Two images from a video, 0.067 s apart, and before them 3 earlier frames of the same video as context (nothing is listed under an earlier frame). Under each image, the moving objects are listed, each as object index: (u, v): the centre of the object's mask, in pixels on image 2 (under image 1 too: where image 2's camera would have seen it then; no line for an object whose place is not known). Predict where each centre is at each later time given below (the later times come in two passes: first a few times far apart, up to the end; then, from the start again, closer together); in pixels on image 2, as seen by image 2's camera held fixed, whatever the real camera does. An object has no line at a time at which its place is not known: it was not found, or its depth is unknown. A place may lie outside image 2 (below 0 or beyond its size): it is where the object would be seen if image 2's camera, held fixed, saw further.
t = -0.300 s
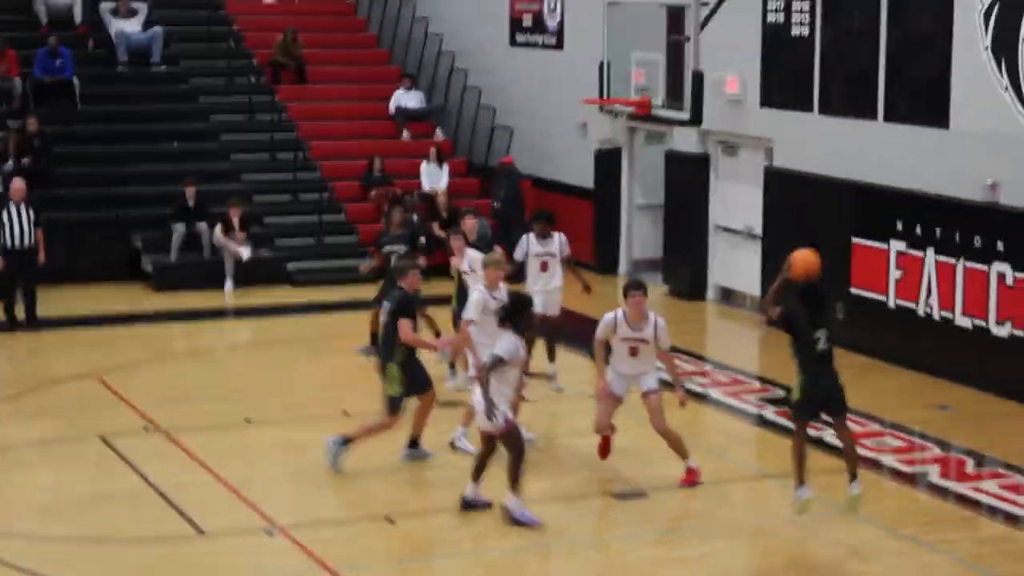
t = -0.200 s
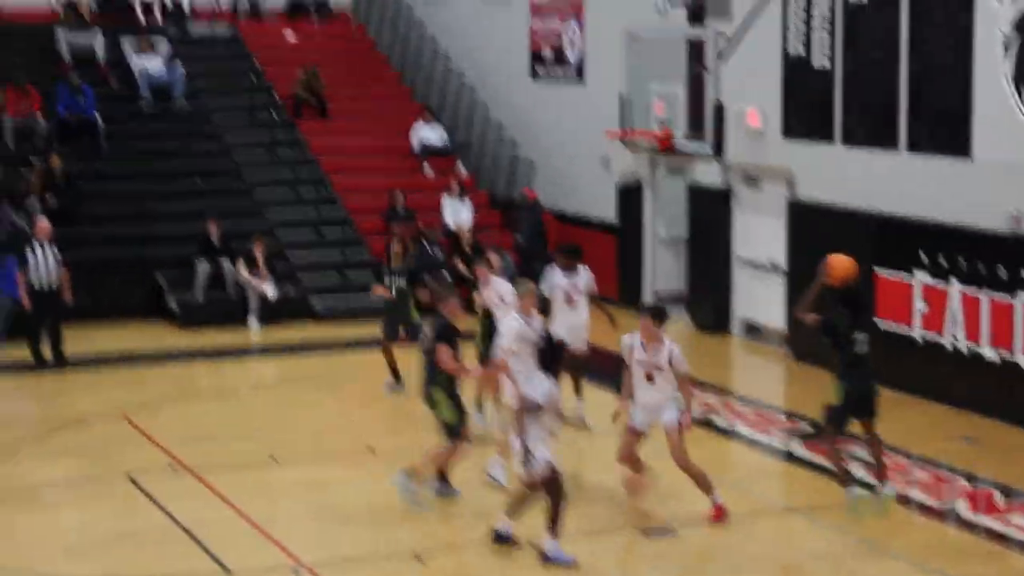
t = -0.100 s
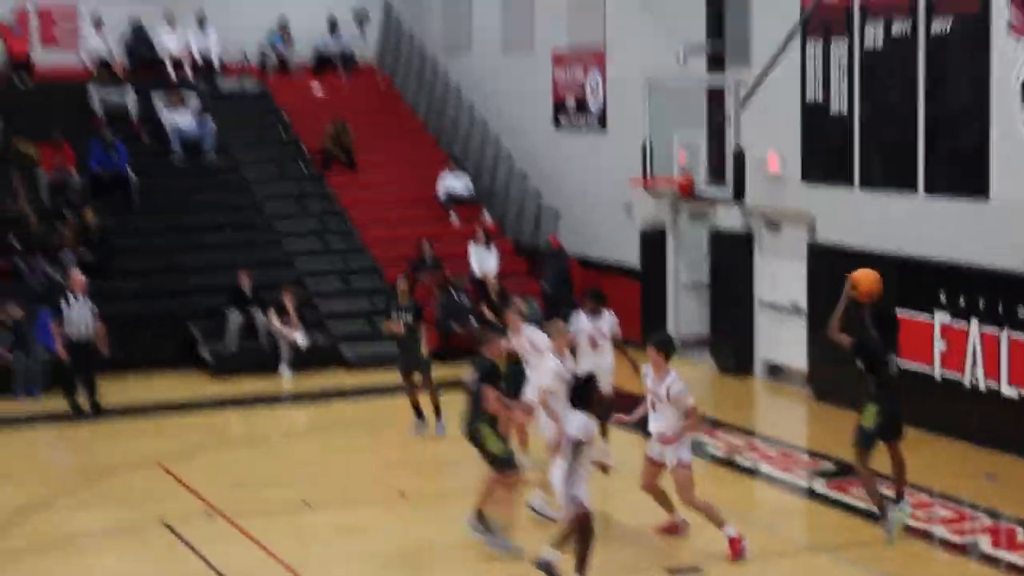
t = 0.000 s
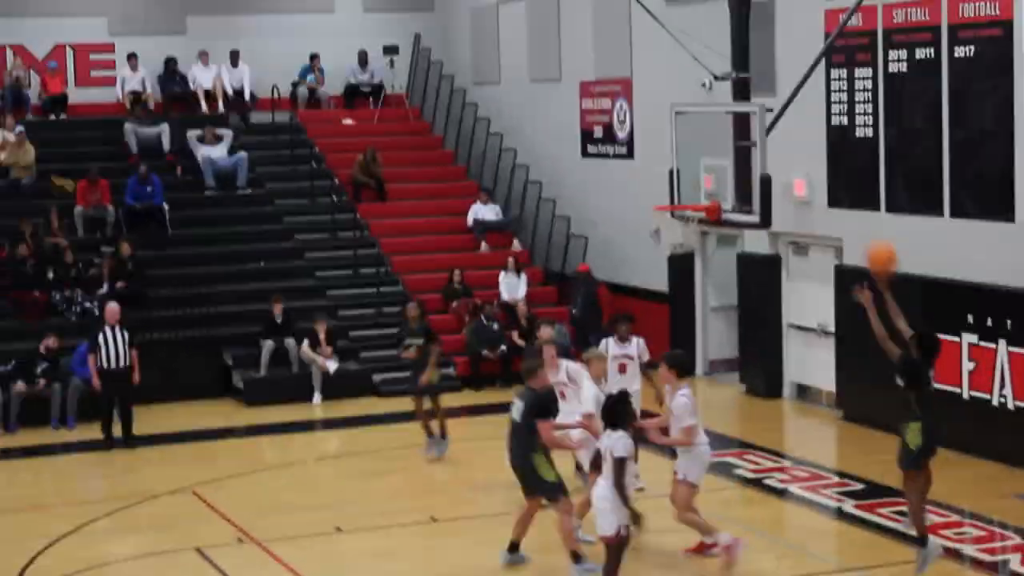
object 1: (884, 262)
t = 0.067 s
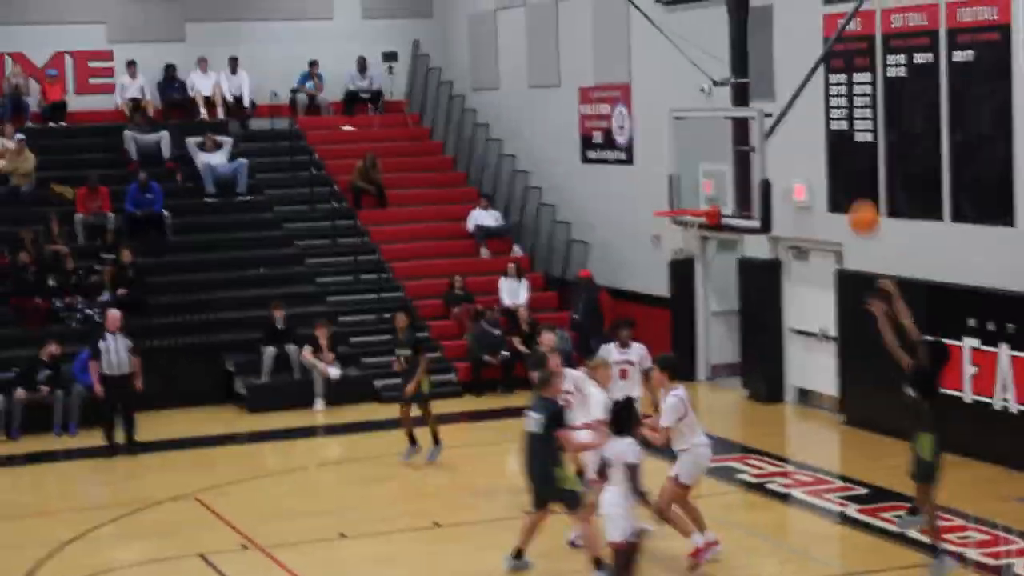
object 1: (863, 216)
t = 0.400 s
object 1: (783, 101)
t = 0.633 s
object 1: (737, 102)
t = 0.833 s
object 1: (701, 150)
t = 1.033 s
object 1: (674, 193)
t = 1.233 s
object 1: (657, 183)
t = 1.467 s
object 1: (636, 228)
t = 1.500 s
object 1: (632, 239)
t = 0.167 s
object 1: (840, 169)
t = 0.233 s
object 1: (824, 143)
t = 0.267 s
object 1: (813, 130)
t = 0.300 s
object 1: (806, 121)
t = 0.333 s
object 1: (797, 113)
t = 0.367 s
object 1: (791, 107)
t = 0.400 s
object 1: (783, 101)
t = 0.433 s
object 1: (775, 97)
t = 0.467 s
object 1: (769, 95)
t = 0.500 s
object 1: (763, 94)
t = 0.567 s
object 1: (750, 96)
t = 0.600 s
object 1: (744, 98)
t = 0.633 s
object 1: (737, 102)
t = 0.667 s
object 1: (731, 108)
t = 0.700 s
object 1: (724, 114)
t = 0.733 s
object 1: (718, 122)
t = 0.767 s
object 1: (712, 131)
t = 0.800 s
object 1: (707, 140)
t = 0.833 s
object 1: (701, 150)
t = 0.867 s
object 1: (696, 162)
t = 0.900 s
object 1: (691, 175)
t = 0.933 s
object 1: (684, 188)
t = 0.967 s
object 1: (680, 201)
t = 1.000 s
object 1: (678, 199)
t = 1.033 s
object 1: (674, 193)
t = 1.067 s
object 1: (671, 188)
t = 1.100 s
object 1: (669, 185)
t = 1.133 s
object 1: (666, 183)
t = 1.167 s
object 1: (662, 181)
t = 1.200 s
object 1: (660, 182)
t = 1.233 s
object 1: (657, 183)
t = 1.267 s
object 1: (654, 185)
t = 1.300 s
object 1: (651, 189)
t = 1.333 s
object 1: (648, 194)
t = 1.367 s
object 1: (645, 200)
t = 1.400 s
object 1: (642, 208)
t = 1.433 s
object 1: (639, 217)
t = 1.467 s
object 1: (636, 228)
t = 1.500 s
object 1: (632, 239)
